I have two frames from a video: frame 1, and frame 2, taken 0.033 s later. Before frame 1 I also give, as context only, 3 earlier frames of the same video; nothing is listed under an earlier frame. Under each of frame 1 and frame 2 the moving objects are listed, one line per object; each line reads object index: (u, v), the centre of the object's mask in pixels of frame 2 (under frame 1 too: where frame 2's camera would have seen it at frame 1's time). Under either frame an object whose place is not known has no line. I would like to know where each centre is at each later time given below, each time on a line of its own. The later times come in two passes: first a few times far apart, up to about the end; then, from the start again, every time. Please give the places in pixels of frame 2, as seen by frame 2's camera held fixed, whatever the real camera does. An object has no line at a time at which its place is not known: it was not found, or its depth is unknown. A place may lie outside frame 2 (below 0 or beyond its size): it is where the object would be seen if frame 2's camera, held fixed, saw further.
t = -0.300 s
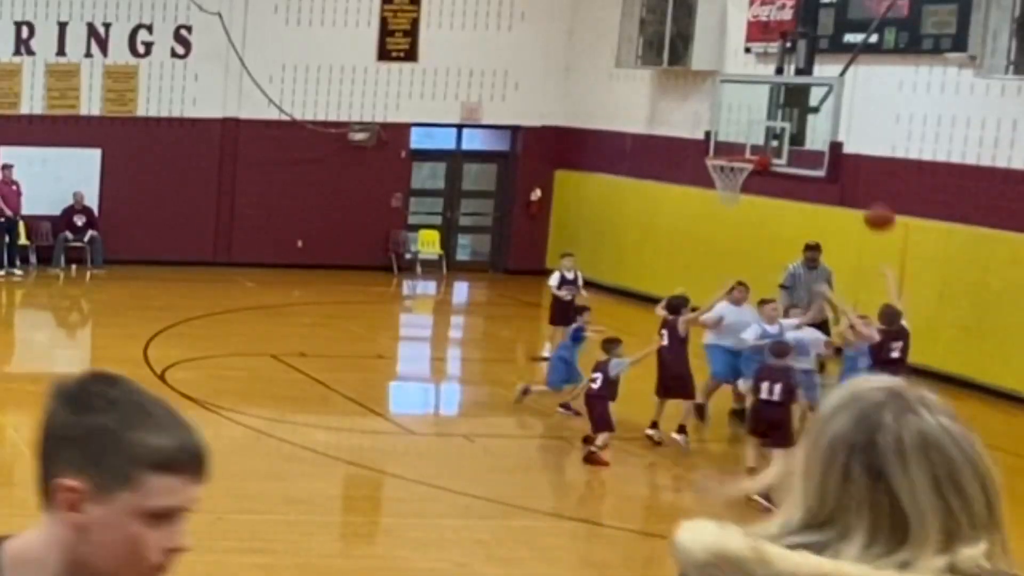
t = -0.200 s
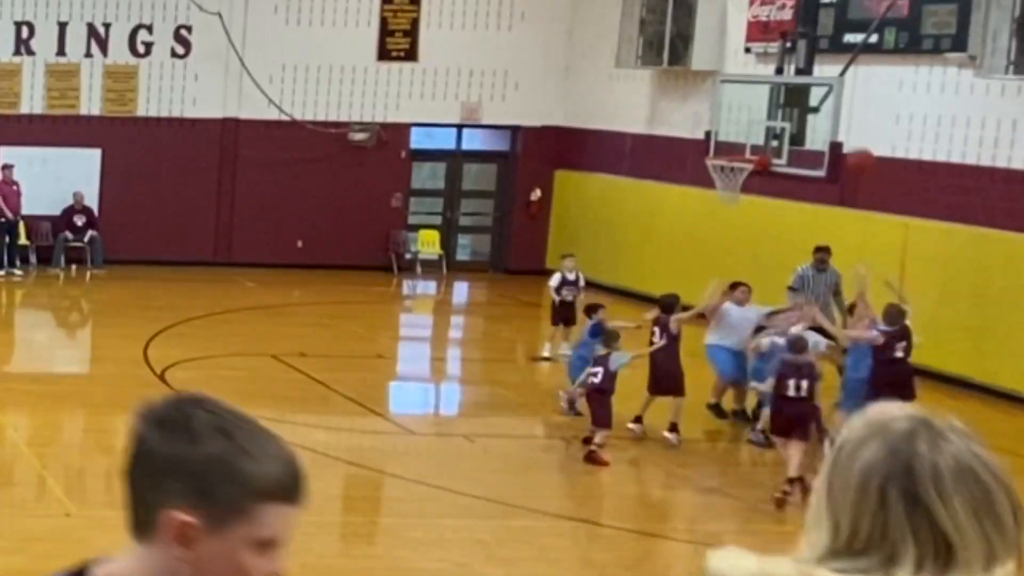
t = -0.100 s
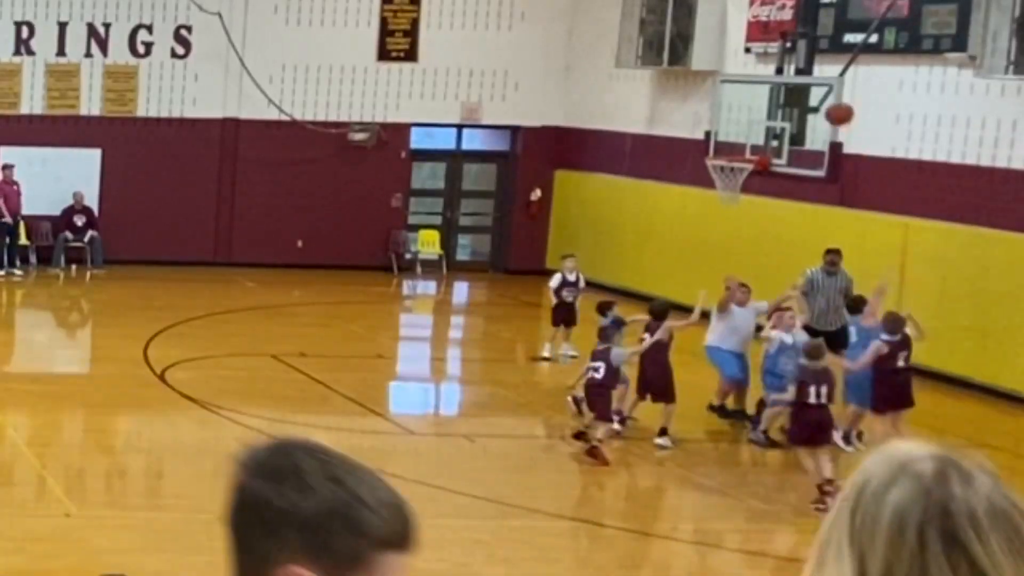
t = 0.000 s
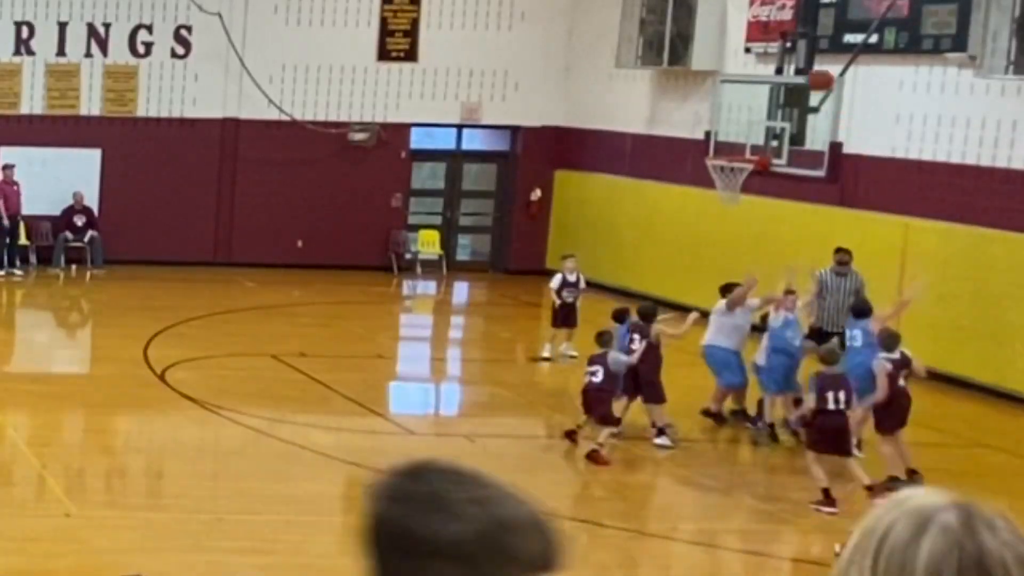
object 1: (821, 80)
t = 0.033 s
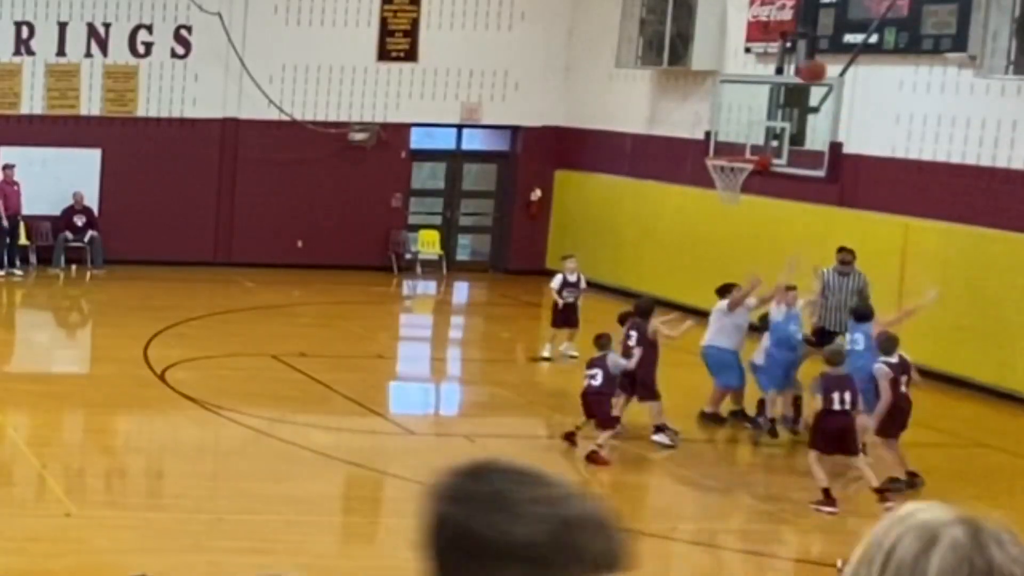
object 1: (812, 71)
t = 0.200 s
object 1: (781, 46)
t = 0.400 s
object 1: (738, 51)
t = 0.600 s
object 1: (697, 91)
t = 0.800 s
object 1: (657, 156)
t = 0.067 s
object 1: (805, 63)
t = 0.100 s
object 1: (799, 58)
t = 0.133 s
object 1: (794, 52)
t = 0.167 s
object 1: (784, 48)
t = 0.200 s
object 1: (781, 46)
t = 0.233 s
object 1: (771, 44)
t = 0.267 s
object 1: (765, 43)
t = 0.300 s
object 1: (758, 44)
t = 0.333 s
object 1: (751, 46)
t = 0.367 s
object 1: (744, 48)
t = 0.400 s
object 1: (738, 51)
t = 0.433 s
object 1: (730, 55)
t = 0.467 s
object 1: (724, 61)
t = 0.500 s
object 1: (717, 68)
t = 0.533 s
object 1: (710, 74)
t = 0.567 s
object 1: (704, 81)
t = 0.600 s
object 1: (697, 91)
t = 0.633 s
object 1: (690, 100)
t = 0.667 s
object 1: (684, 110)
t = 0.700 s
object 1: (677, 122)
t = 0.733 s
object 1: (671, 131)
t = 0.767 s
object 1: (663, 145)
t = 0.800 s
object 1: (657, 156)
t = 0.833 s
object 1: (651, 170)
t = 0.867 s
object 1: (645, 186)
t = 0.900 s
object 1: (639, 202)
